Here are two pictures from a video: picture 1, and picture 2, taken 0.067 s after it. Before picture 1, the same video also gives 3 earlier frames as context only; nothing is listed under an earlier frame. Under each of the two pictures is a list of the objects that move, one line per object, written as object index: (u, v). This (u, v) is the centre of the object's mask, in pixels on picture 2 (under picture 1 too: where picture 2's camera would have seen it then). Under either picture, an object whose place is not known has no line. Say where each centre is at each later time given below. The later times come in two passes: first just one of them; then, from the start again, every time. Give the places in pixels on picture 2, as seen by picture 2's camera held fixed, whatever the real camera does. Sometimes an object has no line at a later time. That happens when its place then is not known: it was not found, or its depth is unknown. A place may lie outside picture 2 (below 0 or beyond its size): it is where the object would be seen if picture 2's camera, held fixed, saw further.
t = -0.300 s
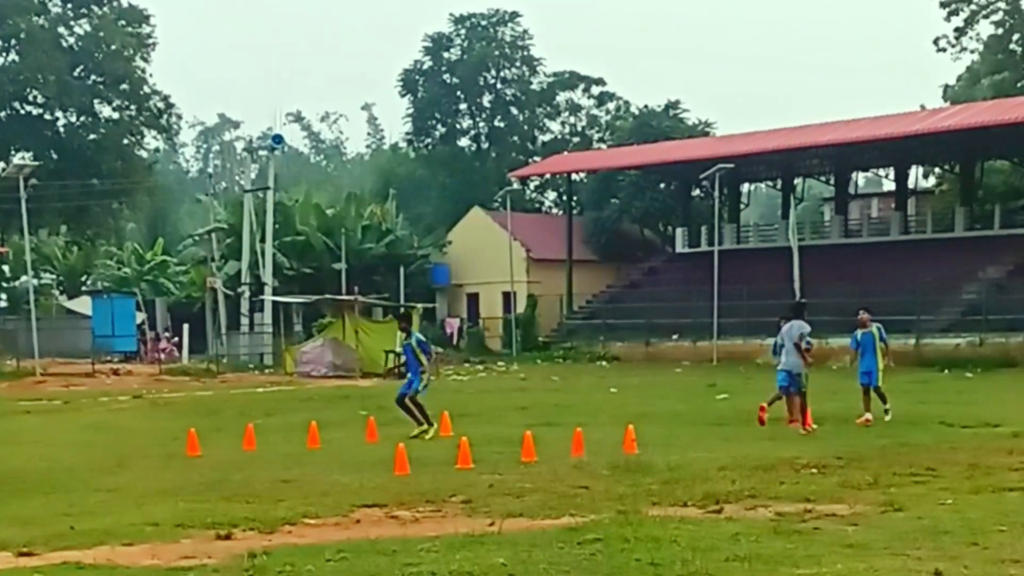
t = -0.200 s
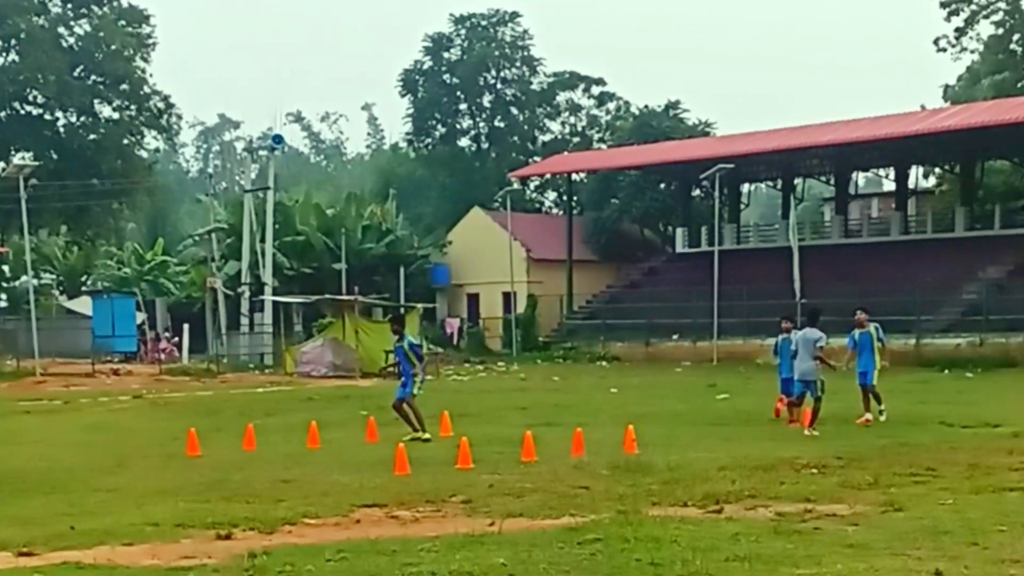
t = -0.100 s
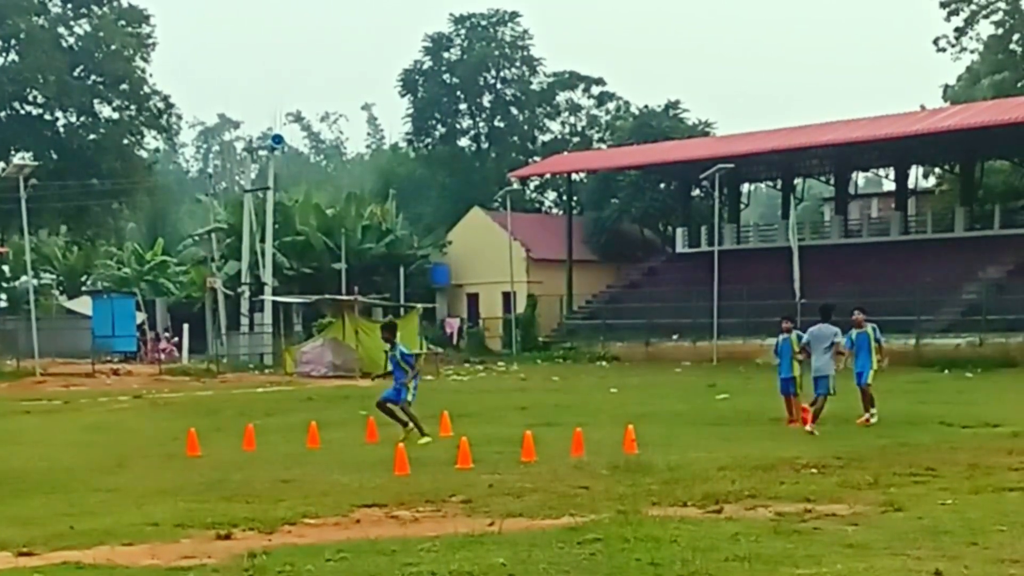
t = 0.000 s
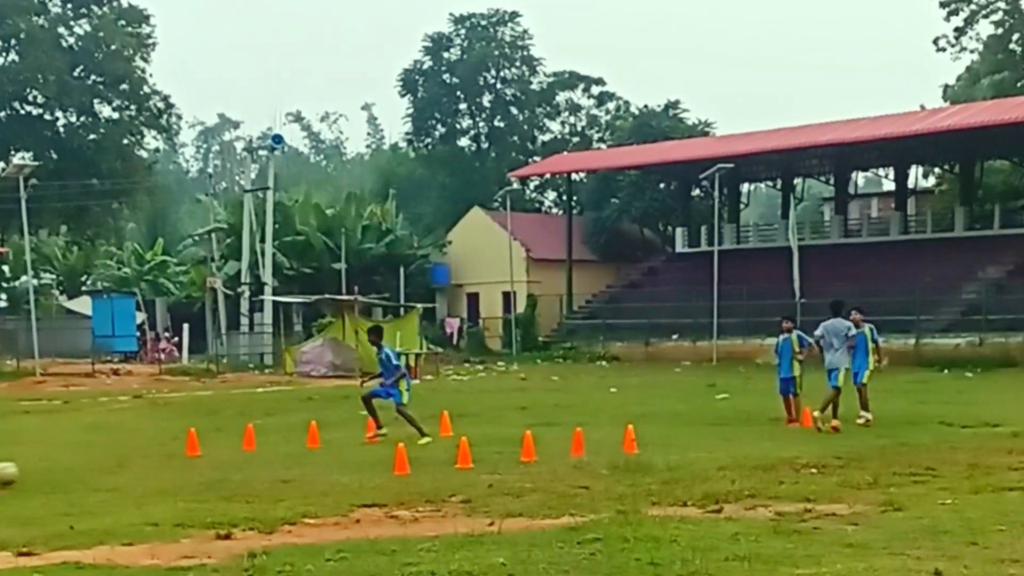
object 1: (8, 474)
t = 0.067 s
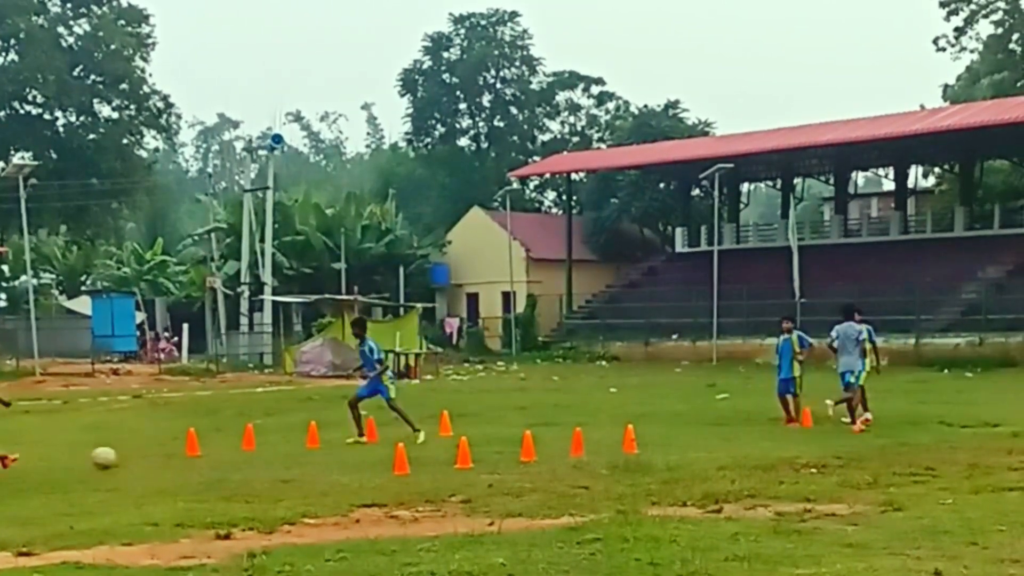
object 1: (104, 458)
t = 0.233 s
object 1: (252, 455)
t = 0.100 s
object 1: (135, 455)
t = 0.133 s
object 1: (166, 454)
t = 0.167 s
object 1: (196, 453)
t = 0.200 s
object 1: (224, 453)
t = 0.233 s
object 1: (252, 455)
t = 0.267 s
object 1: (280, 458)
